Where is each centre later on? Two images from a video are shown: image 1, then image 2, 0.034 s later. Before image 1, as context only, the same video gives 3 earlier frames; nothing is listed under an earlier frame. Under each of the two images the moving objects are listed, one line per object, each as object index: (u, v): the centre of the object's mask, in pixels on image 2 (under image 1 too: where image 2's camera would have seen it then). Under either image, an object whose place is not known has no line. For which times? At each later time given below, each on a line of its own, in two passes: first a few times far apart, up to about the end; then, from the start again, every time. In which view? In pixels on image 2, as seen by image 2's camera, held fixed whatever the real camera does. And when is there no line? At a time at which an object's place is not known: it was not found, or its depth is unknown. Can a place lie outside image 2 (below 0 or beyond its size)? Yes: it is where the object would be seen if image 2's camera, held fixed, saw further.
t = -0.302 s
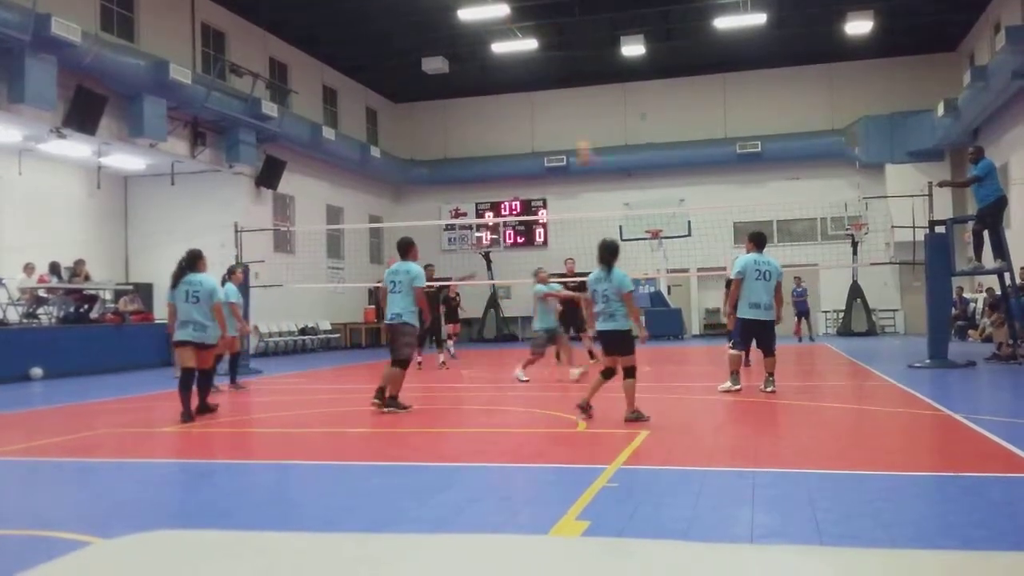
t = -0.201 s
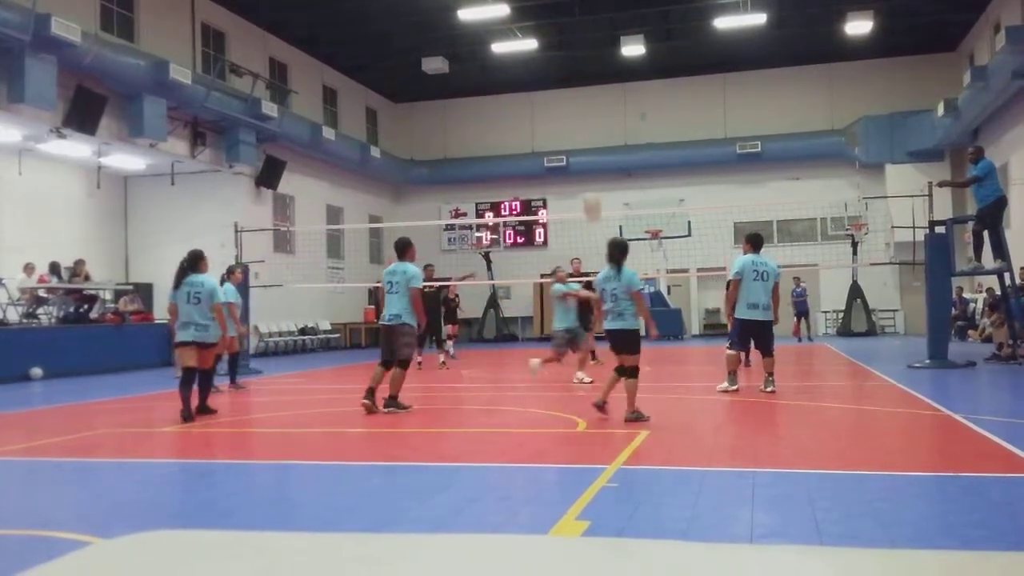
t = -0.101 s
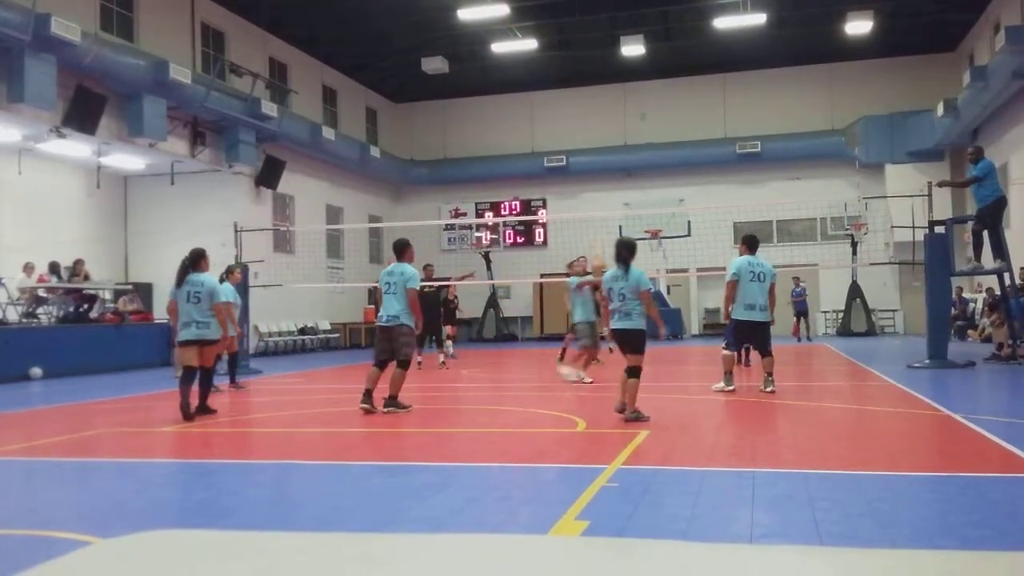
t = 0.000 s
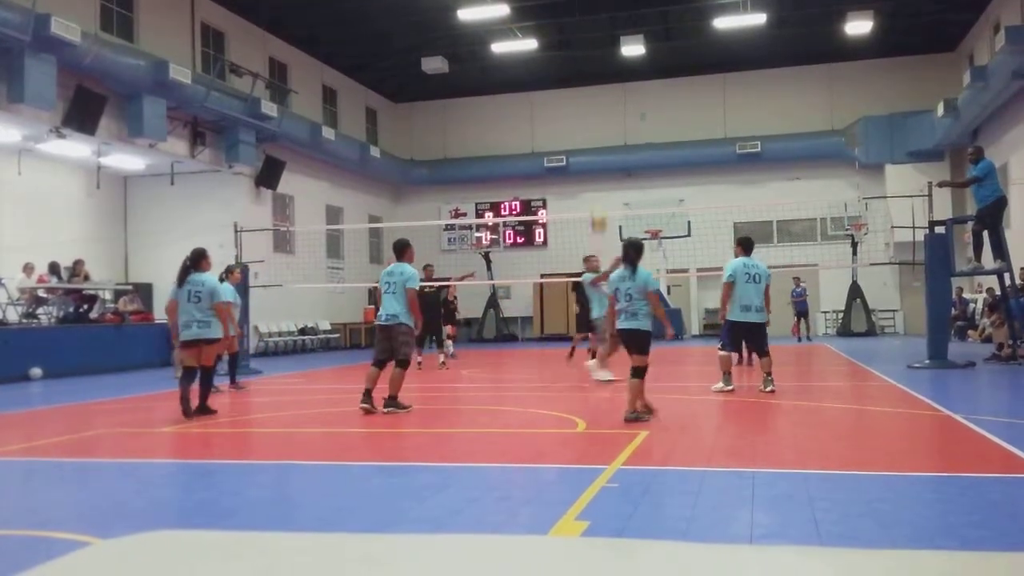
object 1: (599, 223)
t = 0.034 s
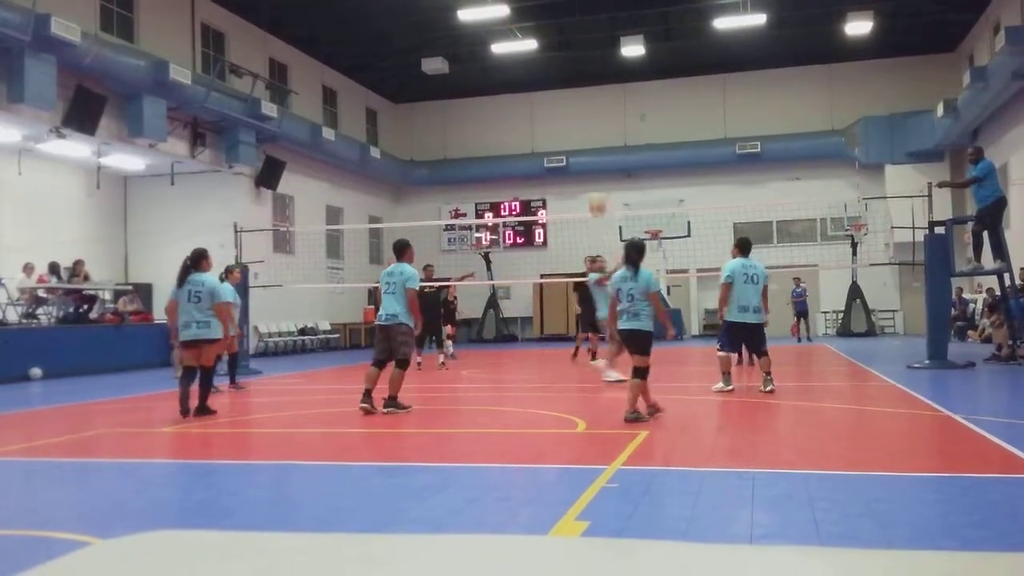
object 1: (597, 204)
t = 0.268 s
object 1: (594, 112)
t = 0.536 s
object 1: (589, 56)
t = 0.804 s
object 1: (587, 58)
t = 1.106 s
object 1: (586, 135)
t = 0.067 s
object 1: (596, 188)
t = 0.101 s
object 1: (595, 174)
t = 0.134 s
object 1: (595, 161)
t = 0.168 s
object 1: (595, 148)
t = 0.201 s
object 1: (593, 135)
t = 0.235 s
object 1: (592, 124)
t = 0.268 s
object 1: (594, 112)
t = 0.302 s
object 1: (594, 101)
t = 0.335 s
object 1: (592, 92)
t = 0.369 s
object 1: (591, 83)
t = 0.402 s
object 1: (591, 77)
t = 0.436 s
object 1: (590, 71)
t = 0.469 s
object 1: (590, 65)
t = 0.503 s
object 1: (590, 59)
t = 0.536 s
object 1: (589, 56)
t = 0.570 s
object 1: (588, 52)
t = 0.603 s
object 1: (588, 52)
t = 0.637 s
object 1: (588, 51)
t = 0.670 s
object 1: (588, 50)
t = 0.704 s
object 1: (588, 52)
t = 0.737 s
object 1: (587, 52)
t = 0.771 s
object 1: (587, 54)
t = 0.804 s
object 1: (587, 58)
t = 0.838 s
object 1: (587, 63)
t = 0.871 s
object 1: (587, 68)
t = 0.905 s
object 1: (587, 73)
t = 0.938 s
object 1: (587, 79)
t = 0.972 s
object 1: (586, 88)
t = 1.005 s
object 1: (587, 98)
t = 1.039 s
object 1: (586, 109)
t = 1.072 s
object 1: (586, 122)
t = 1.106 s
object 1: (586, 135)
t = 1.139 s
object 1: (589, 146)
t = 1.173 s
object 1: (588, 160)
